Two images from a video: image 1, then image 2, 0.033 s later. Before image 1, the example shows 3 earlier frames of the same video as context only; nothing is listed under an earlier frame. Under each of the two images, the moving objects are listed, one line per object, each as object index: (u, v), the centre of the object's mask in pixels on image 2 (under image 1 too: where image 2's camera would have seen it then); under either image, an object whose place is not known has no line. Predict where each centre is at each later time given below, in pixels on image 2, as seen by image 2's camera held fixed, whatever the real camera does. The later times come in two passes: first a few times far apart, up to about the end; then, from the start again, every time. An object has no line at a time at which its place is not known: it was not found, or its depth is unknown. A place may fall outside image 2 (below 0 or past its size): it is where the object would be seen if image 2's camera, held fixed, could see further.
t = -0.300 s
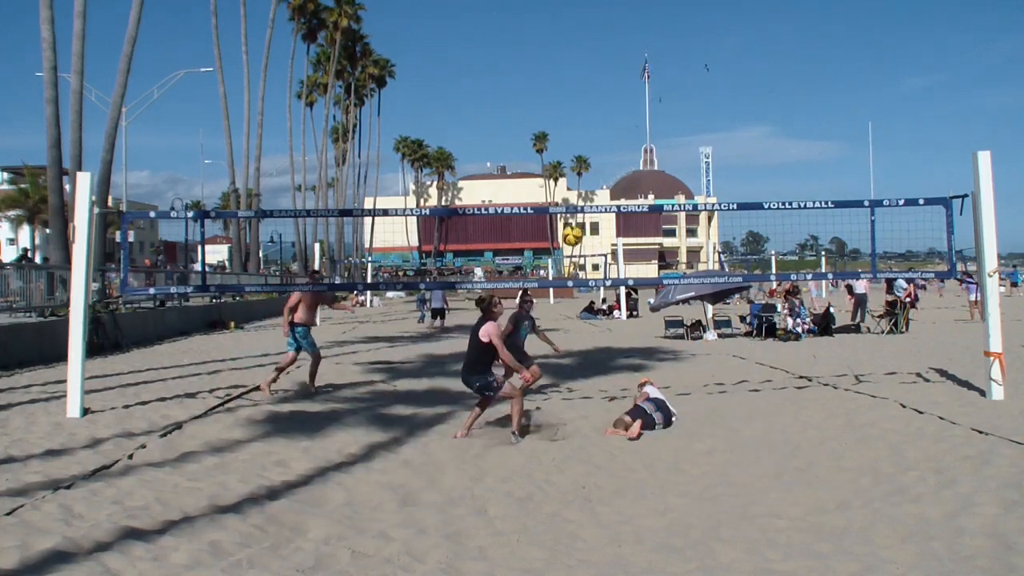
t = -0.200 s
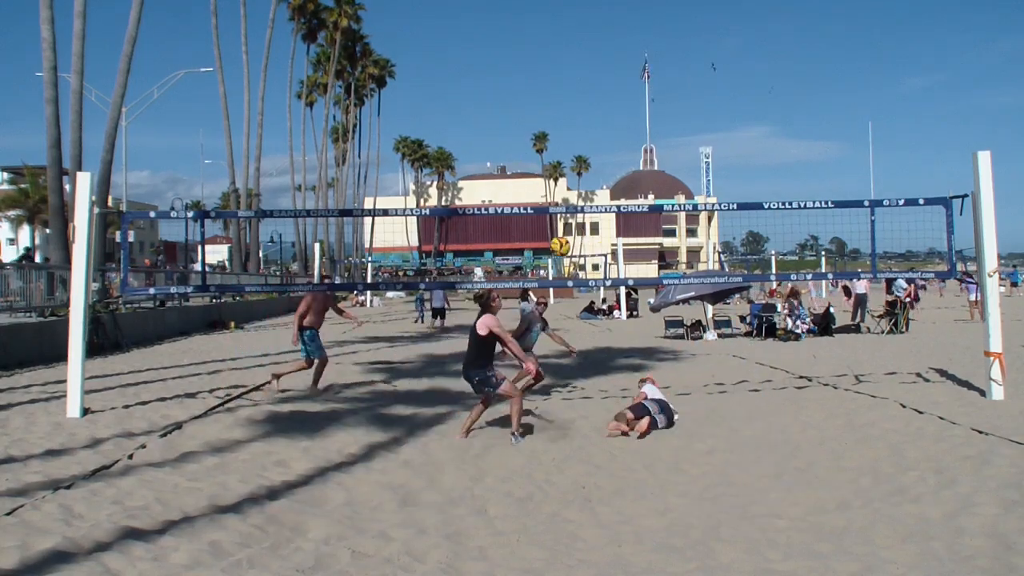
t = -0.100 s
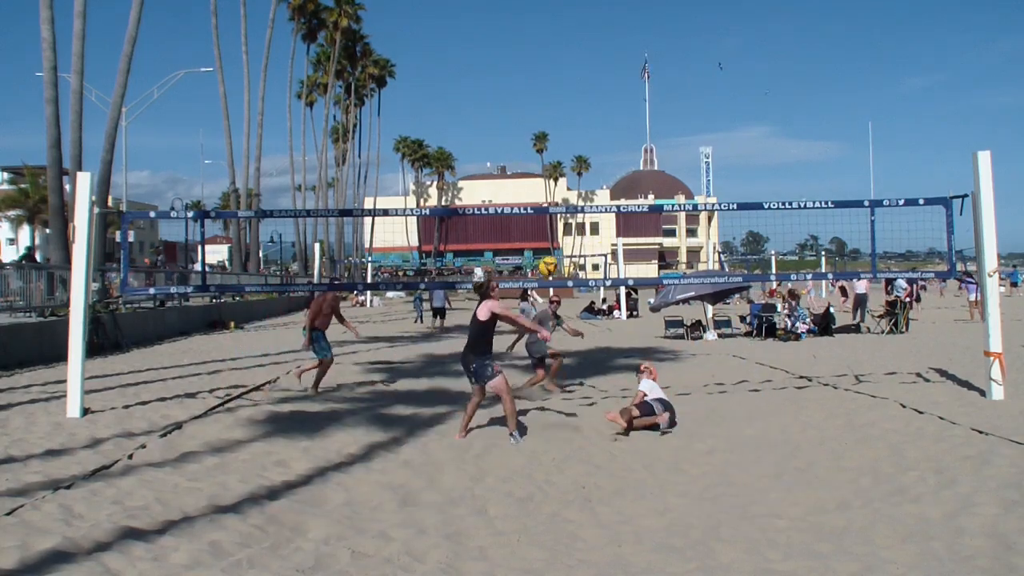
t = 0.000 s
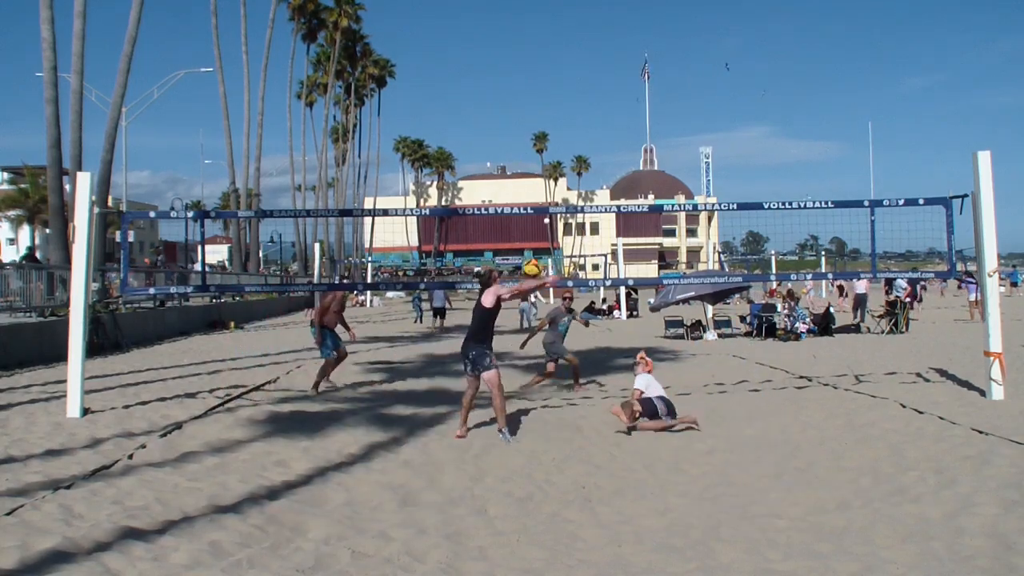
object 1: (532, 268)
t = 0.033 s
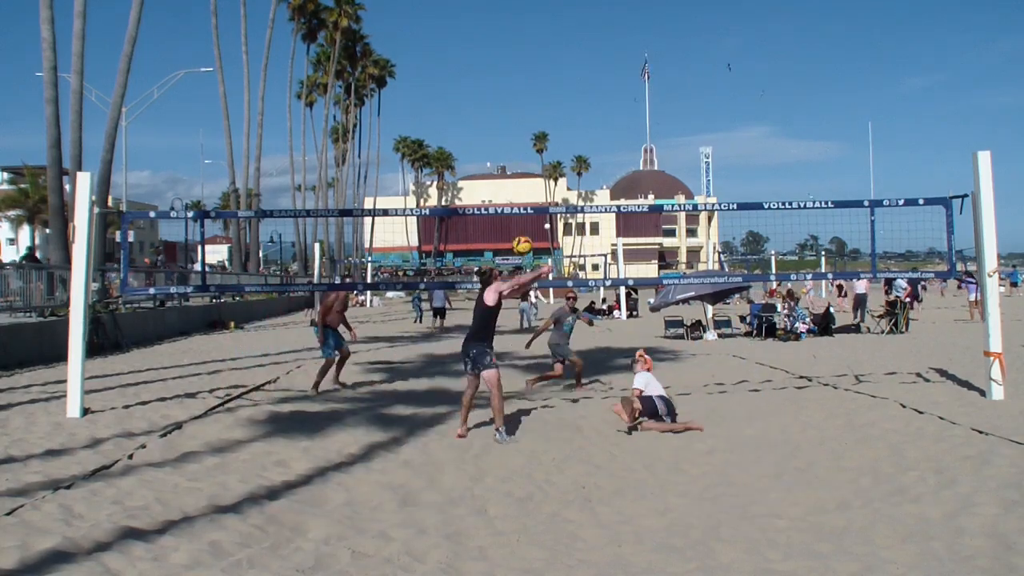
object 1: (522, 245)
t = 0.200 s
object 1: (480, 157)
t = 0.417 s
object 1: (435, 94)
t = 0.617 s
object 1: (403, 76)
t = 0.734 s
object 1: (388, 78)
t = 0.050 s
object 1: (517, 234)
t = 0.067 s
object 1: (513, 224)
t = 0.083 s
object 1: (509, 214)
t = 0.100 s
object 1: (504, 206)
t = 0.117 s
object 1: (500, 197)
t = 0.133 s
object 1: (496, 188)
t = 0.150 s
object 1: (492, 180)
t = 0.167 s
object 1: (488, 172)
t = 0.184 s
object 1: (484, 165)
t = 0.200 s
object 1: (480, 157)
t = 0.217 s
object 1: (476, 150)
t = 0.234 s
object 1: (472, 144)
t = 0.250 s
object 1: (469, 138)
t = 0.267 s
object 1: (465, 132)
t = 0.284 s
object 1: (462, 127)
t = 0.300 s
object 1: (458, 122)
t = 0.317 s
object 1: (455, 117)
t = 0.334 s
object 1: (452, 112)
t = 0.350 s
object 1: (448, 108)
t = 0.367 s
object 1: (445, 104)
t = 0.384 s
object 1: (442, 100)
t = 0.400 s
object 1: (439, 97)
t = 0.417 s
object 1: (435, 94)
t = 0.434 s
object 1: (433, 91)
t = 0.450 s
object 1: (430, 88)
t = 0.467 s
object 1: (427, 86)
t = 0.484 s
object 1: (424, 84)
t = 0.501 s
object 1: (421, 82)
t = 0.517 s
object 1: (419, 81)
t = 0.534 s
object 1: (416, 79)
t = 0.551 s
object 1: (413, 78)
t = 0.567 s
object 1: (411, 77)
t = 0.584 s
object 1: (408, 76)
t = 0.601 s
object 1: (406, 76)
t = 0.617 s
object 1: (403, 76)
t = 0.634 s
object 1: (400, 75)
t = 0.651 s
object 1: (398, 75)
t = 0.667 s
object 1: (395, 75)
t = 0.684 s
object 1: (393, 76)
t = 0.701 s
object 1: (392, 77)
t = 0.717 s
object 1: (389, 77)
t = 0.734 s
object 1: (388, 78)
